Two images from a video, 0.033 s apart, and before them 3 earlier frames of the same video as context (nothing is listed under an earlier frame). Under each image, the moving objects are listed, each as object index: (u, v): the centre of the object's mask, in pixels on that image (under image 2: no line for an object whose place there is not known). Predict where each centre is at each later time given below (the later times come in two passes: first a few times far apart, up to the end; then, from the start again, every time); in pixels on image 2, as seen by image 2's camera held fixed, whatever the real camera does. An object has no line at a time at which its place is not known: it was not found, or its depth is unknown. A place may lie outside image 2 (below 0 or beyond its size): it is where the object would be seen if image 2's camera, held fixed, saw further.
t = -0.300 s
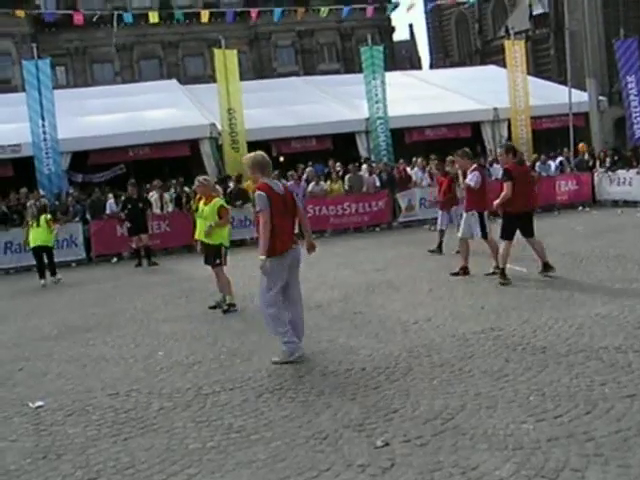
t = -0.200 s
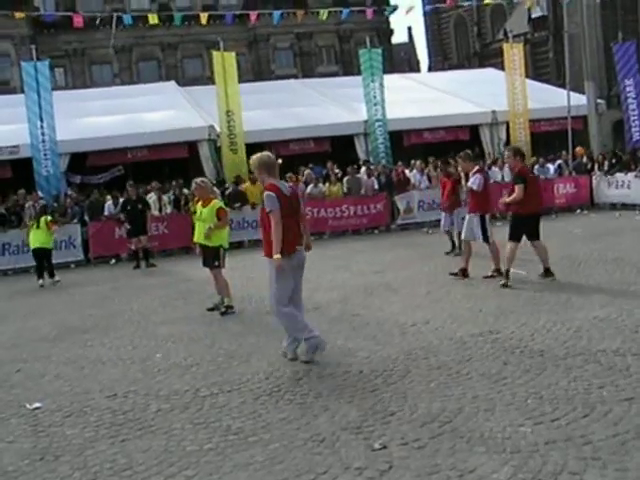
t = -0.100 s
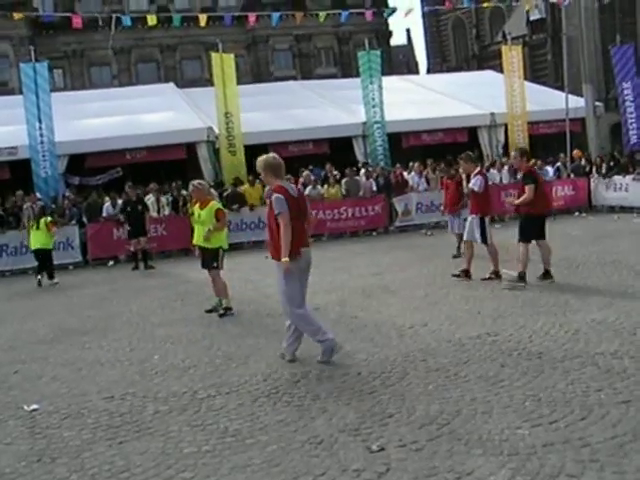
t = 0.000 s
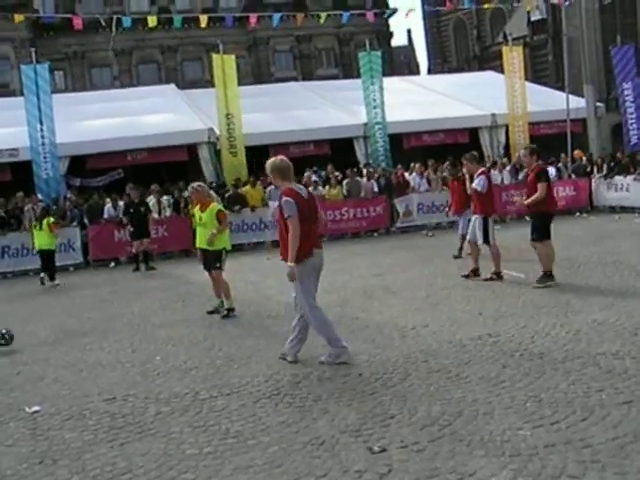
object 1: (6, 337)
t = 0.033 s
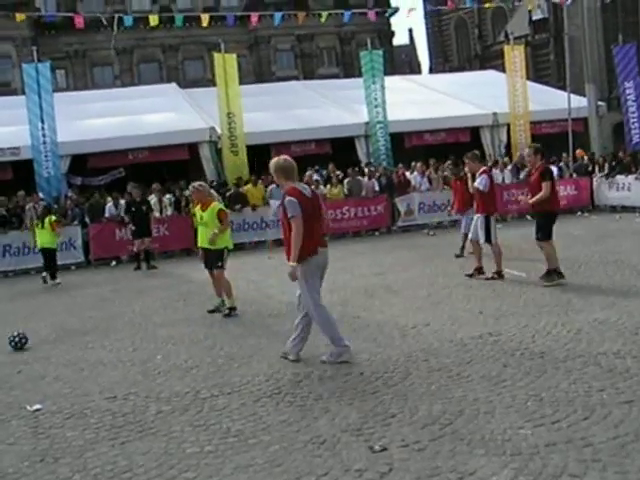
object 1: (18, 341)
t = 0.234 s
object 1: (86, 330)
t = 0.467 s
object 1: (164, 324)
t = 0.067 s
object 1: (29, 337)
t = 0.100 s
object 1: (40, 334)
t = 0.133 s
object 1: (51, 331)
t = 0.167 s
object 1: (63, 330)
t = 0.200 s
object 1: (74, 329)
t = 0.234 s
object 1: (86, 330)
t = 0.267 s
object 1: (98, 332)
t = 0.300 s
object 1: (109, 332)
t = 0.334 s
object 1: (120, 328)
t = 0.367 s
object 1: (131, 326)
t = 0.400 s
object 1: (142, 324)
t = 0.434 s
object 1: (153, 324)
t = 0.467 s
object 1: (164, 324)
